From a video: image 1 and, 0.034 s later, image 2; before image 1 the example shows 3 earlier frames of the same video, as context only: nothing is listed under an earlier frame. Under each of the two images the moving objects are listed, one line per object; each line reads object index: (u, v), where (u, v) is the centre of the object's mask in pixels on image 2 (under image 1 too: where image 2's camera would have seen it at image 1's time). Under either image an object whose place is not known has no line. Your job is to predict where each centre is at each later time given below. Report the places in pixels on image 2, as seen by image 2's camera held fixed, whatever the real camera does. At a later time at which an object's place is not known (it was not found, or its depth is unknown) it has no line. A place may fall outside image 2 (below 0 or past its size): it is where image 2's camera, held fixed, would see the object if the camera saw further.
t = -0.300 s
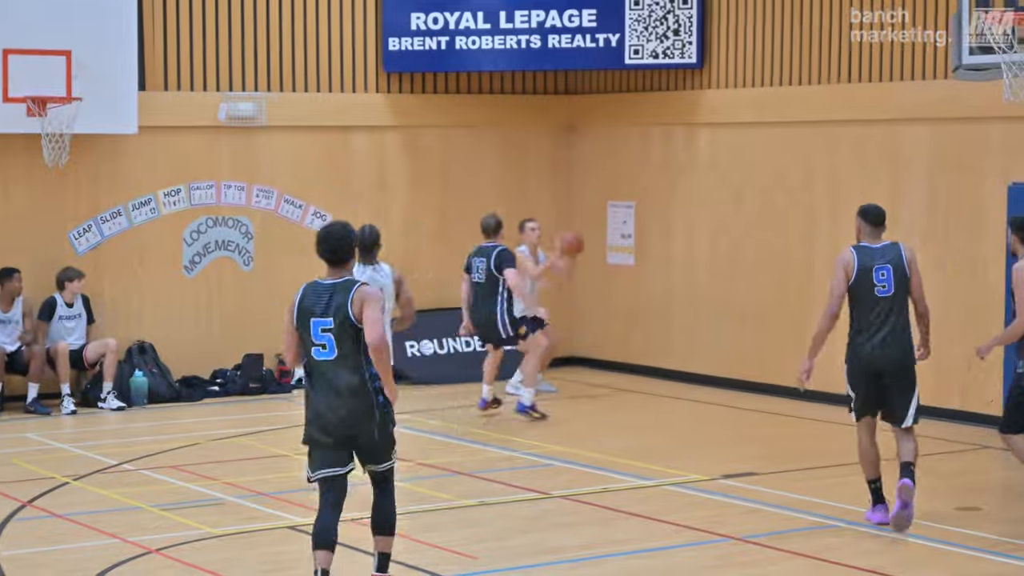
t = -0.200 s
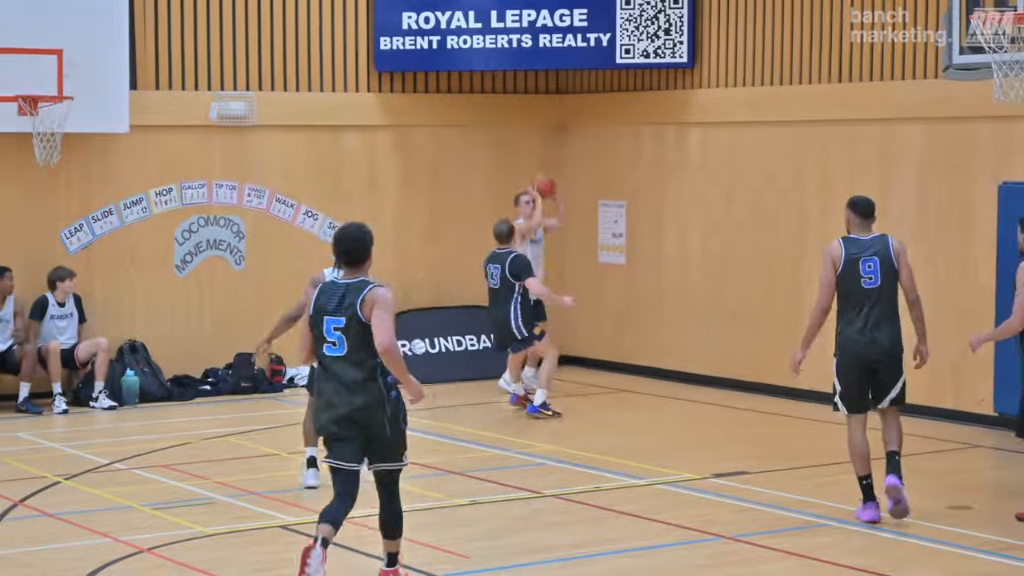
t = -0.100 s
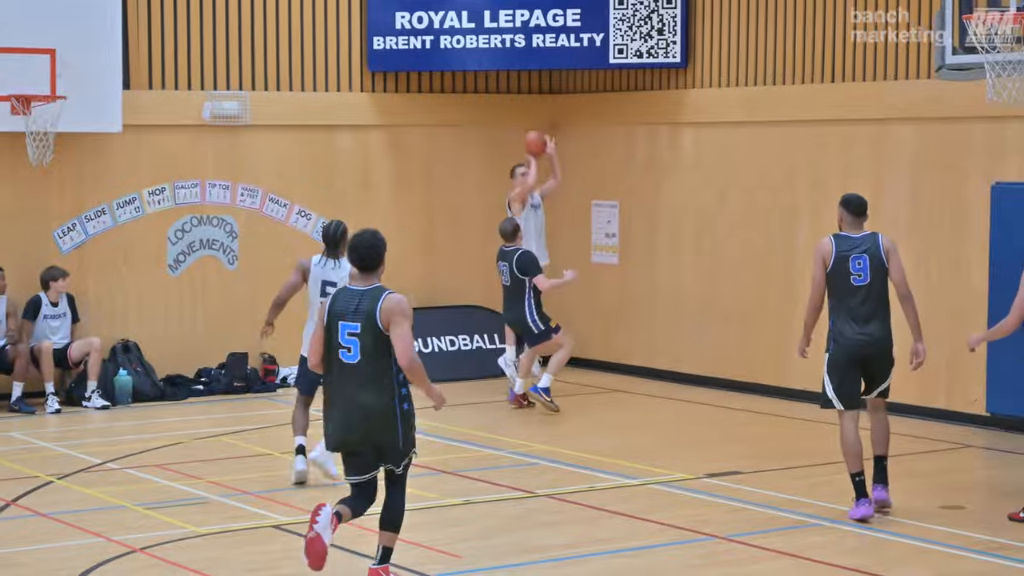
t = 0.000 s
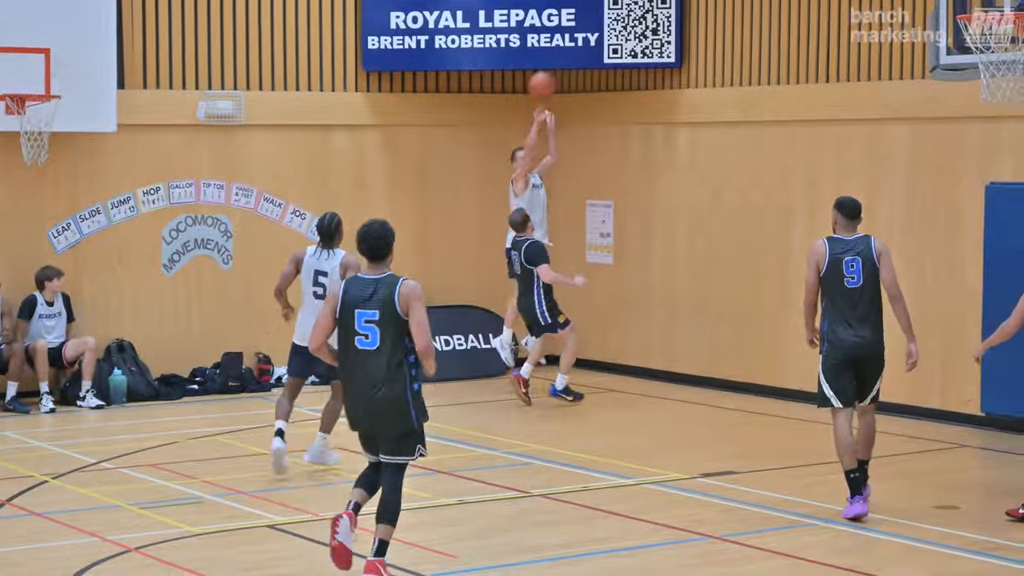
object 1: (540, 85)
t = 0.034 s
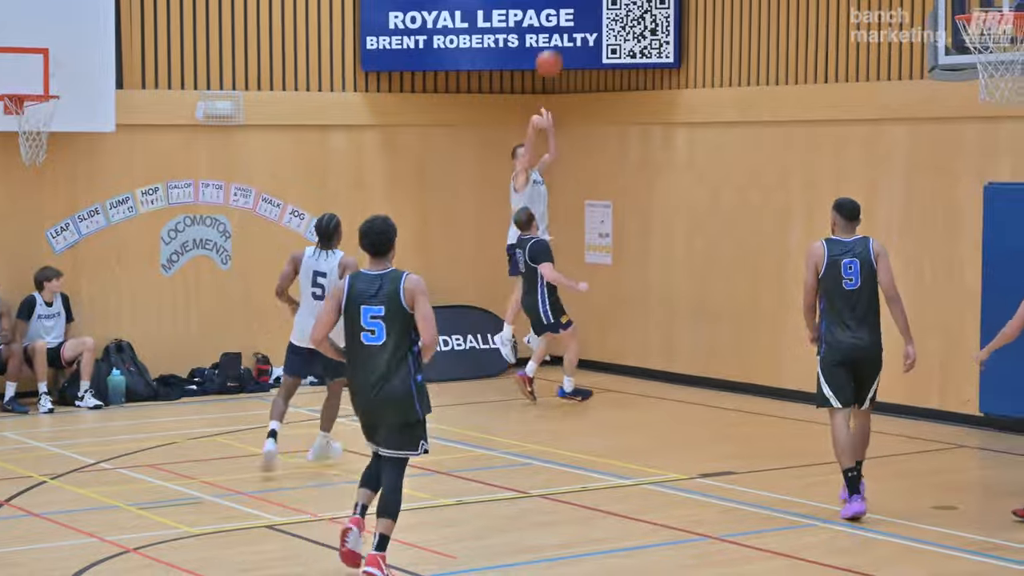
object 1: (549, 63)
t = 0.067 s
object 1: (556, 42)
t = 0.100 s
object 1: (566, 21)
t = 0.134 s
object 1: (574, 2)
